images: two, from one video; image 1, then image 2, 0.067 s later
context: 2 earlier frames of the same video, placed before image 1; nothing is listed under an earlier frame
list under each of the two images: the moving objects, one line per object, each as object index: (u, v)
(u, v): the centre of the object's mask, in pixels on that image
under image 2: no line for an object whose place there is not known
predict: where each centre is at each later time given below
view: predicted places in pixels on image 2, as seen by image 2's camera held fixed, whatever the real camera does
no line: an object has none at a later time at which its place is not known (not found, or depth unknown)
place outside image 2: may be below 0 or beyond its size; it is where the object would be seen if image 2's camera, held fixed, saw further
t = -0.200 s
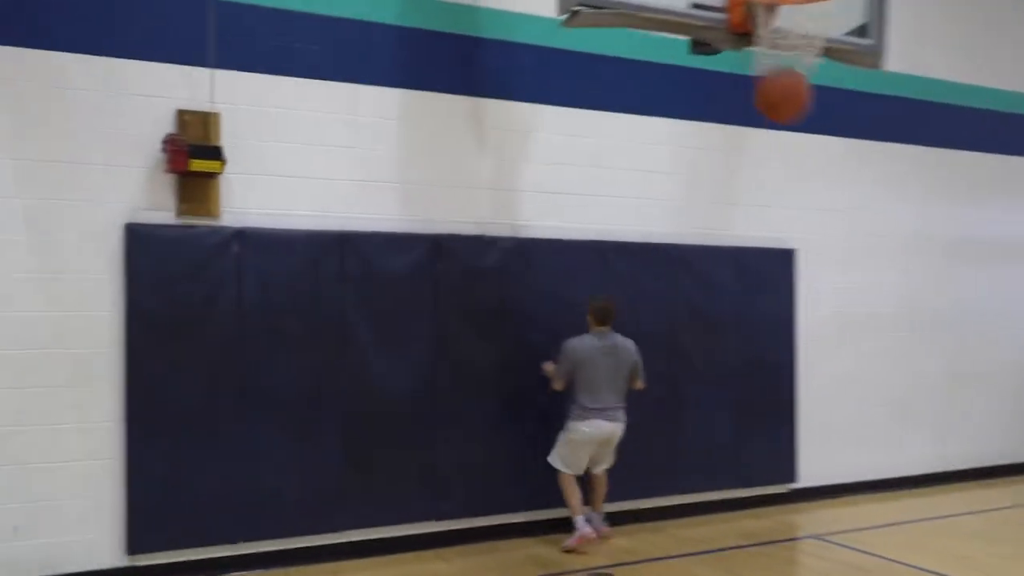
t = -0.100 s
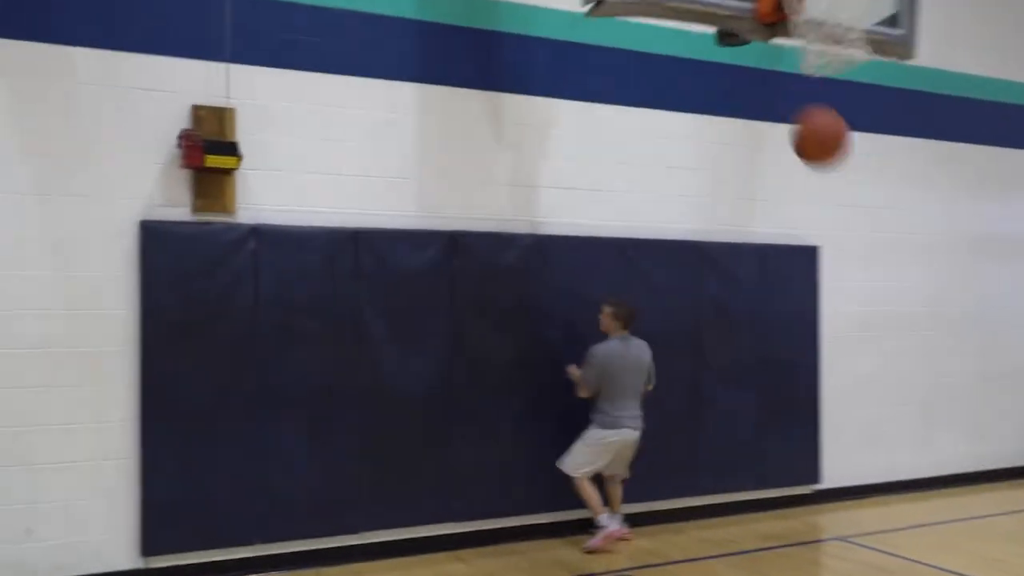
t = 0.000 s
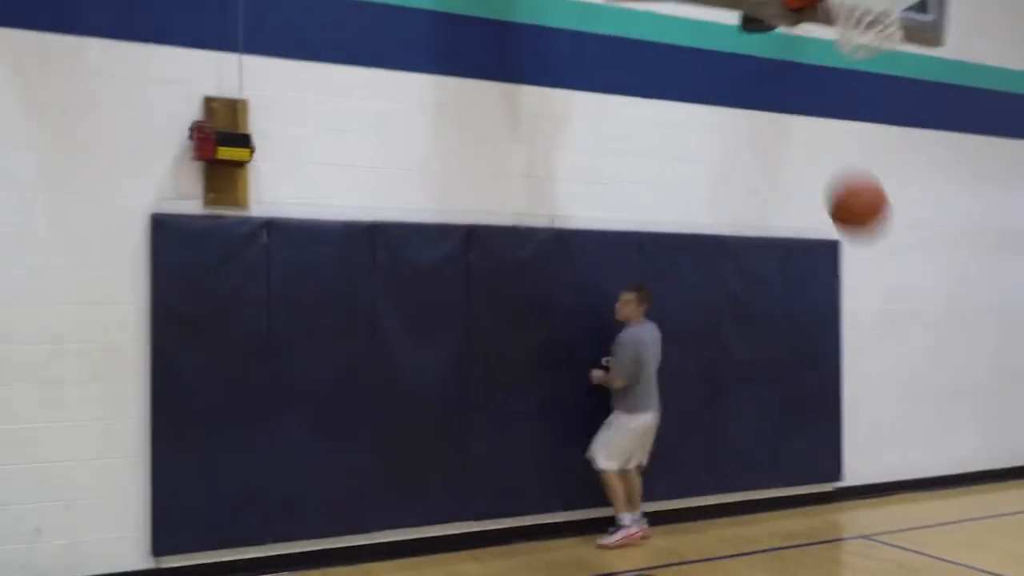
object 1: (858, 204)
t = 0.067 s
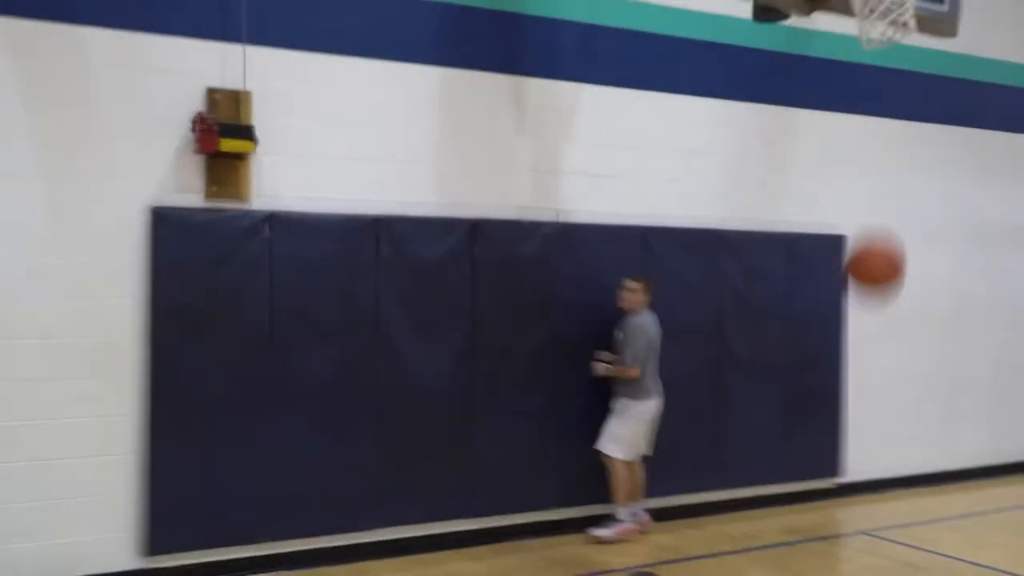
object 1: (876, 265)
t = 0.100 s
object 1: (880, 306)
